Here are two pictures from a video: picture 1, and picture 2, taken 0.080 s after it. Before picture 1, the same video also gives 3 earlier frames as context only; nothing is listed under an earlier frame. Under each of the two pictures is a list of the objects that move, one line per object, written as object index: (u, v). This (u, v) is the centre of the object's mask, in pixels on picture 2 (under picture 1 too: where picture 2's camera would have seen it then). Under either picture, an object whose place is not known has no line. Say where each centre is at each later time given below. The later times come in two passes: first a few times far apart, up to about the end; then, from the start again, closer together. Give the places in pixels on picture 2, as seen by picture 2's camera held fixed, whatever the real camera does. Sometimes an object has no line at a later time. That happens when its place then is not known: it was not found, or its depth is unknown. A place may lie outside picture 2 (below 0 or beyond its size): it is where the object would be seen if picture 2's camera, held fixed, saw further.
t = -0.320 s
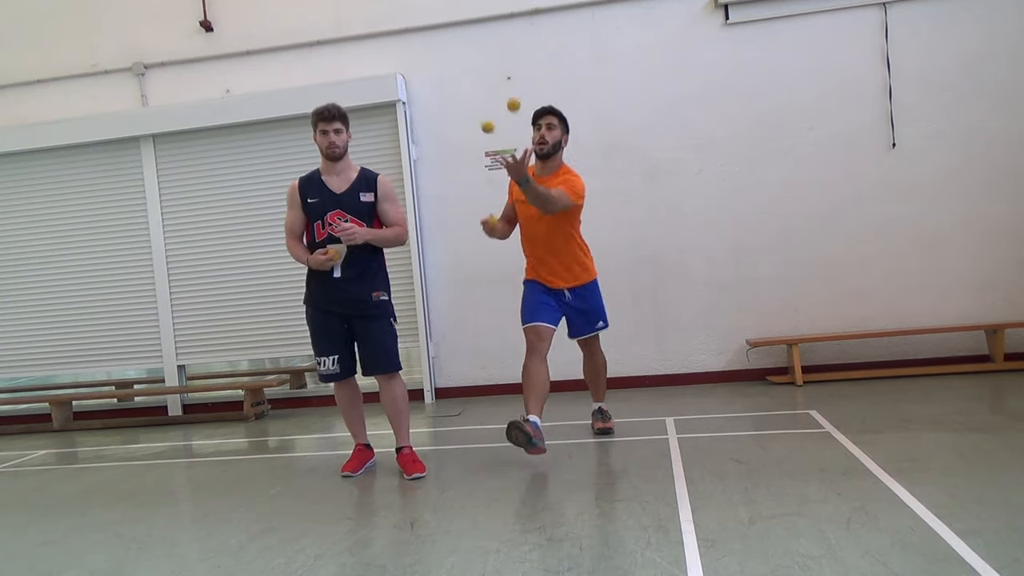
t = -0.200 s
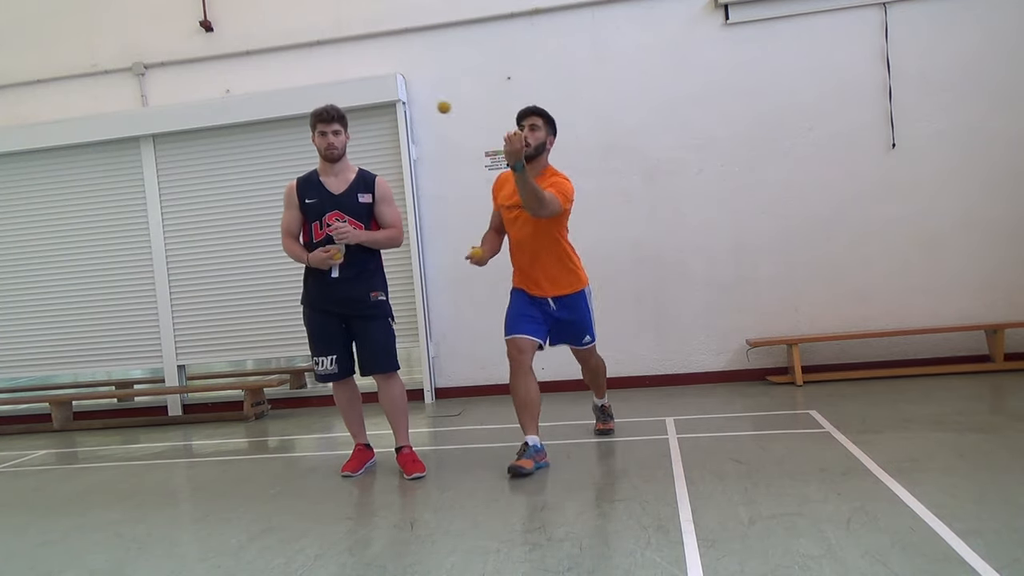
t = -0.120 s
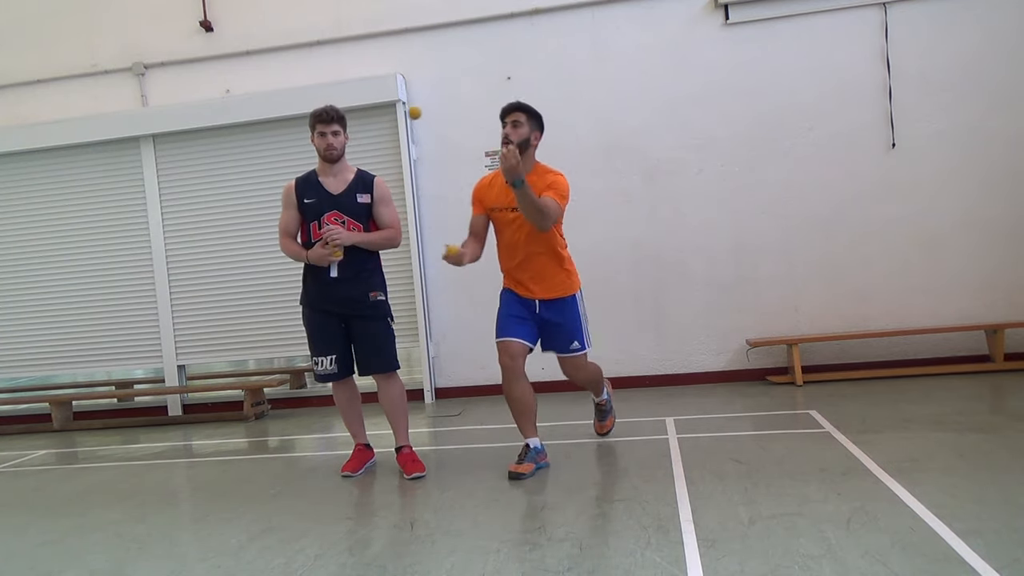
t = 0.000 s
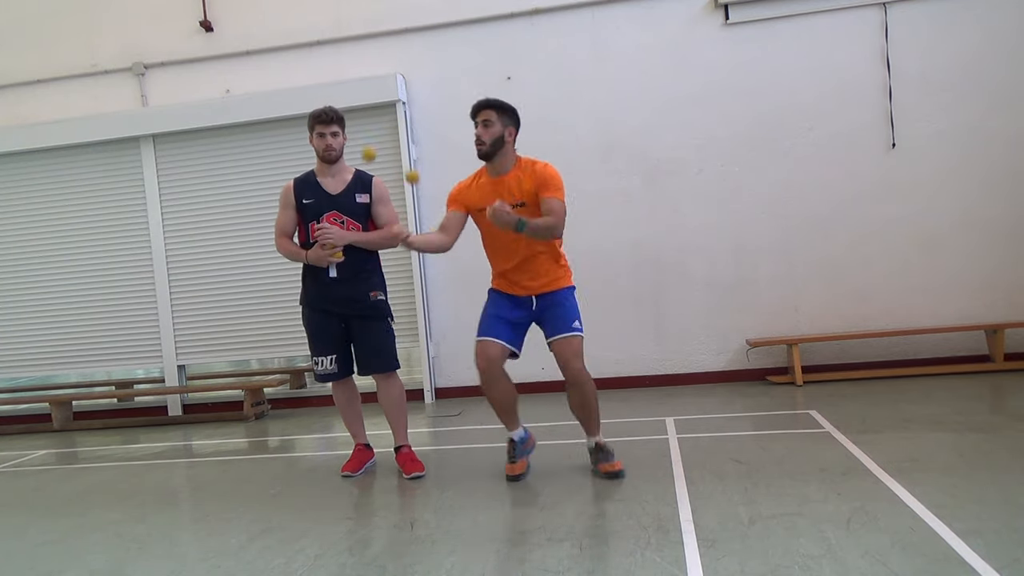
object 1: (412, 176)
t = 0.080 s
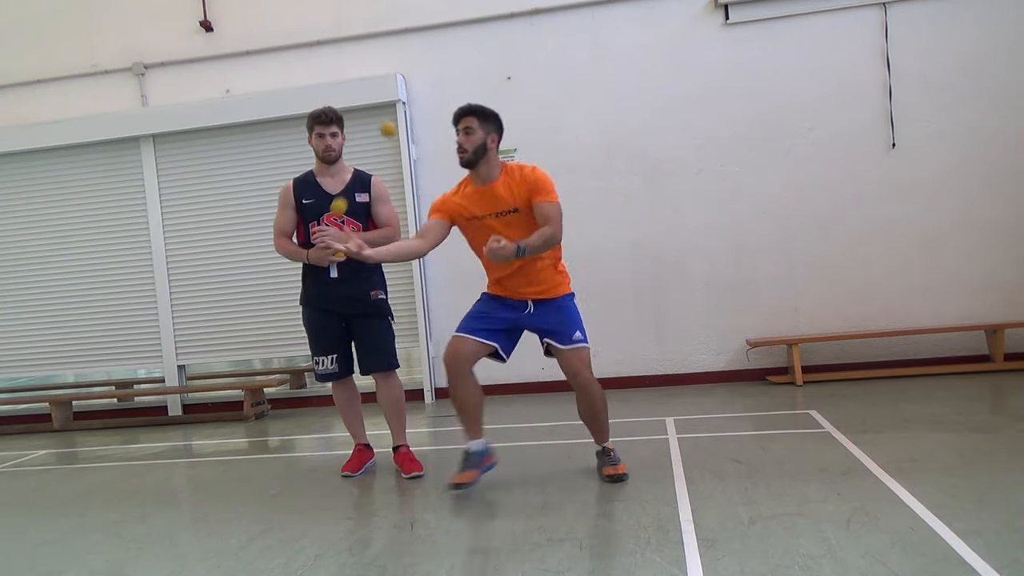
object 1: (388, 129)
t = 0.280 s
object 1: (318, 70)
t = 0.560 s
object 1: (194, 239)
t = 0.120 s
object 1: (375, 110)
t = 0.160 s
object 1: (361, 93)
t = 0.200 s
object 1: (347, 81)
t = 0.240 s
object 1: (333, 73)
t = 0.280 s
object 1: (318, 70)
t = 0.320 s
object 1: (303, 72)
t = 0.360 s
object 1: (287, 79)
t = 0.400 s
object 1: (270, 94)
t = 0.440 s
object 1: (253, 115)
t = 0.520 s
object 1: (215, 187)
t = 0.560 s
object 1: (194, 239)
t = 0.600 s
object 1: (172, 304)
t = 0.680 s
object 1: (121, 486)
